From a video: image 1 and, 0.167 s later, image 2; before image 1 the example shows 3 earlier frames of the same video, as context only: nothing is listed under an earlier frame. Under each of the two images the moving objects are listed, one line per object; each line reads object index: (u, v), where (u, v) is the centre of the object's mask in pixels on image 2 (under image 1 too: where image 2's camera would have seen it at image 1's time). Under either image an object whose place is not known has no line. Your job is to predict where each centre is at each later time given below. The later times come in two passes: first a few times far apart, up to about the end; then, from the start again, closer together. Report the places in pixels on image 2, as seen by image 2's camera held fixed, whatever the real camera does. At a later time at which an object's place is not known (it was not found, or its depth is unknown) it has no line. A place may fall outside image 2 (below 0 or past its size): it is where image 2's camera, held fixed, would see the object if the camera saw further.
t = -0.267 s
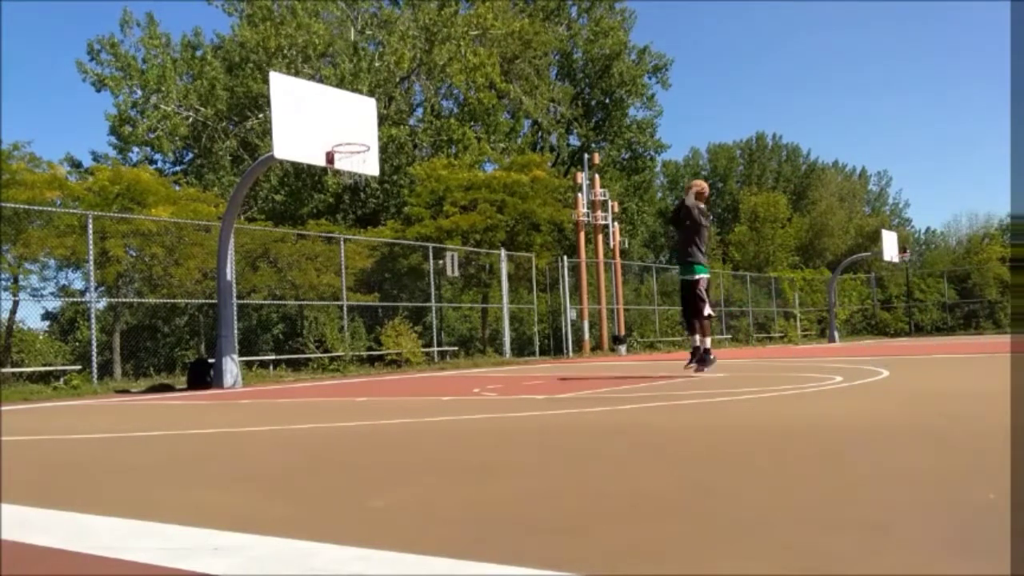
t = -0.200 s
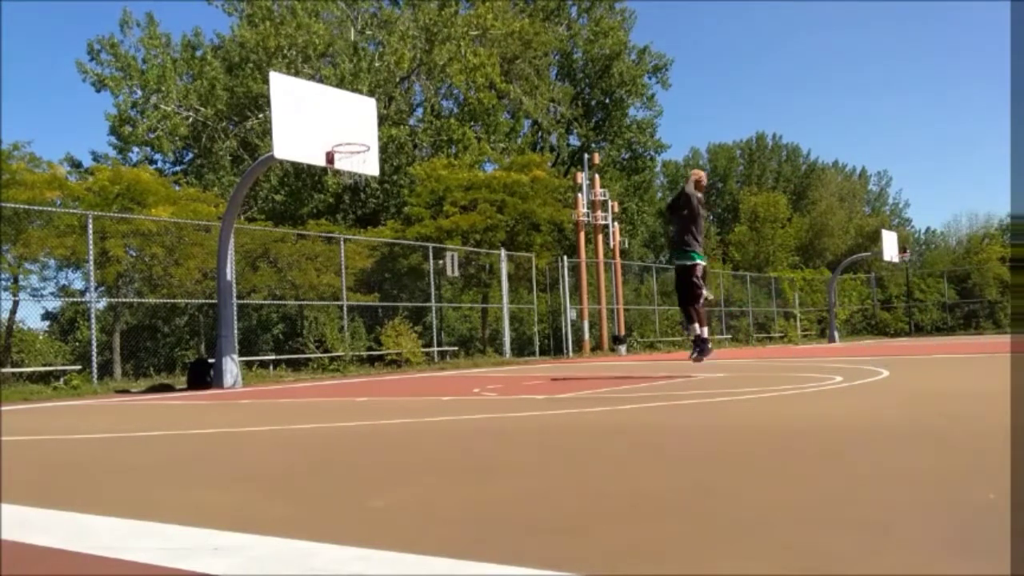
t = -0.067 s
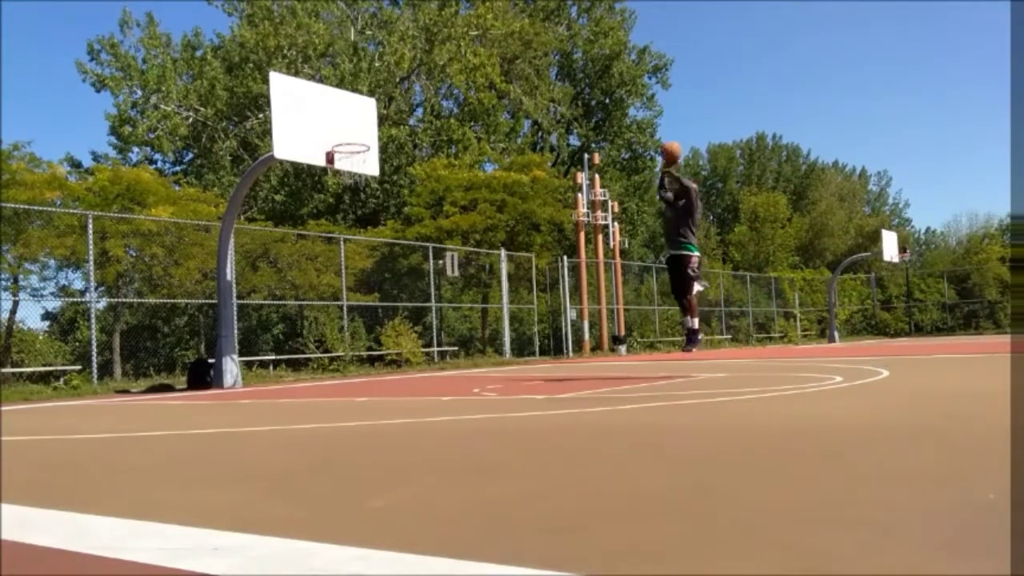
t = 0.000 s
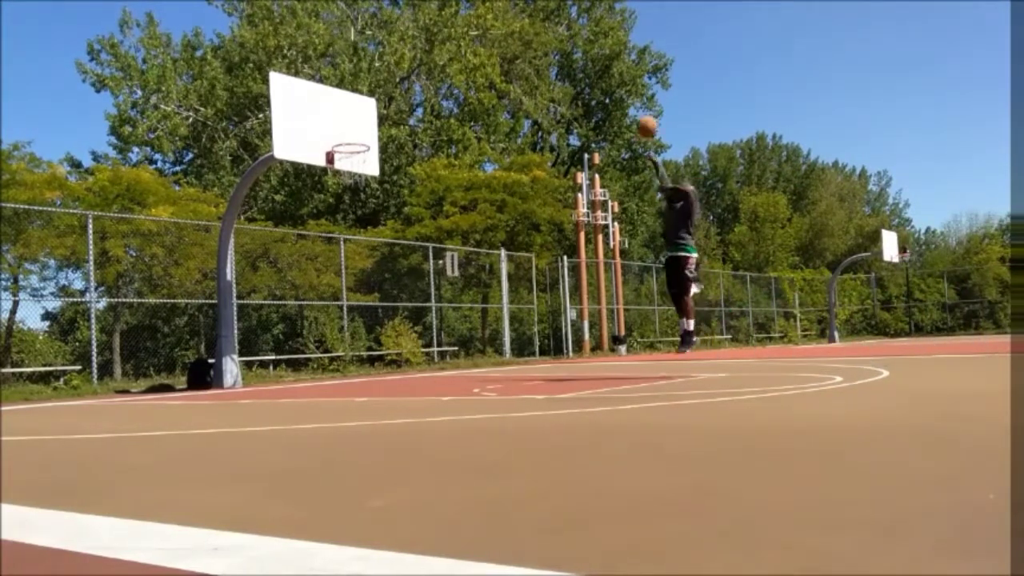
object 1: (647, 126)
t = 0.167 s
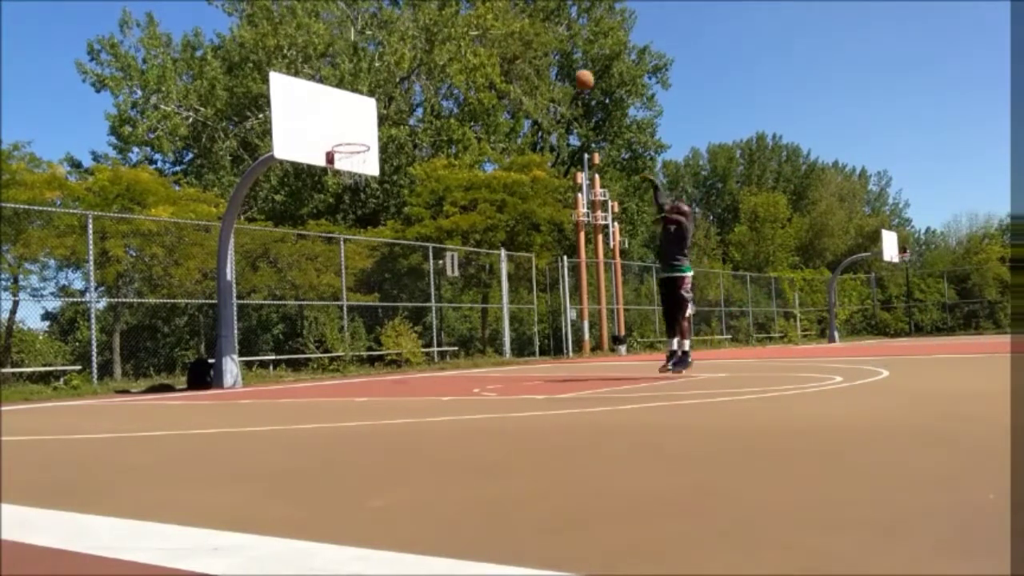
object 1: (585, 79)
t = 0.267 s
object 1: (548, 64)
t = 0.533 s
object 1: (462, 63)
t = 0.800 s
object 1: (386, 117)
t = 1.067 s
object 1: (339, 124)
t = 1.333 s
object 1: (358, 126)
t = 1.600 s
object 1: (381, 143)
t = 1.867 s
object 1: (403, 203)
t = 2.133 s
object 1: (430, 321)
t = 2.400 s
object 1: (456, 297)
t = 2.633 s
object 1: (478, 230)
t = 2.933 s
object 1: (512, 208)
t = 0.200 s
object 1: (572, 73)
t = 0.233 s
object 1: (559, 68)
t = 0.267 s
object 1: (548, 64)
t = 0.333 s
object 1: (525, 58)
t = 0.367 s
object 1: (514, 56)
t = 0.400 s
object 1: (503, 56)
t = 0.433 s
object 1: (493, 56)
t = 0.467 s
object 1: (482, 58)
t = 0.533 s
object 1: (462, 63)
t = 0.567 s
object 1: (452, 67)
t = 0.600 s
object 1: (442, 72)
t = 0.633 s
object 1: (432, 77)
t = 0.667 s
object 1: (423, 84)
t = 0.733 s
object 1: (404, 99)
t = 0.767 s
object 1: (395, 106)
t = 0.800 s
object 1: (386, 117)
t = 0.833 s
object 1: (376, 127)
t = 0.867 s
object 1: (368, 137)
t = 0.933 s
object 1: (358, 130)
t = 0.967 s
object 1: (353, 127)
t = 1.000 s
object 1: (349, 125)
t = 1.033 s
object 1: (344, 124)
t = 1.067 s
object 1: (339, 124)
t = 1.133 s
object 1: (339, 121)
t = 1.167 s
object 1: (342, 120)
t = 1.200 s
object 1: (345, 119)
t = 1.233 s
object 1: (348, 120)
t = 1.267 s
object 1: (352, 121)
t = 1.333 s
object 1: (358, 126)
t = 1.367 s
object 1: (361, 130)
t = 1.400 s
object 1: (365, 134)
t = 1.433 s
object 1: (367, 134)
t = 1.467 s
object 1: (370, 135)
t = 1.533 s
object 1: (375, 137)
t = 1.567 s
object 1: (378, 140)
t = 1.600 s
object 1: (381, 143)
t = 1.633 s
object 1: (383, 147)
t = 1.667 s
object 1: (386, 152)
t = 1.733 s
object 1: (391, 166)
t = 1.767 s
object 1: (394, 174)
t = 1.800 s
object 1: (397, 182)
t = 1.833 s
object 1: (400, 193)
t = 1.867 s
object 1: (403, 203)
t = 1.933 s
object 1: (410, 227)
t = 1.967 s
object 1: (413, 241)
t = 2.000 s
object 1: (416, 255)
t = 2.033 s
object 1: (419, 270)
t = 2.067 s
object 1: (423, 285)
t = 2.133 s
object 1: (430, 321)
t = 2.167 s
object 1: (434, 339)
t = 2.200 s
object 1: (438, 359)
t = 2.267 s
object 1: (444, 358)
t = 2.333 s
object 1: (450, 326)
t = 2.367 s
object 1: (453, 311)
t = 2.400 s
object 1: (456, 297)
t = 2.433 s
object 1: (459, 285)
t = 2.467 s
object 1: (463, 273)
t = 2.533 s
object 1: (469, 253)
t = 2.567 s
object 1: (472, 245)
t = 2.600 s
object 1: (475, 236)
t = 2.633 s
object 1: (478, 230)
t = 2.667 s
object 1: (482, 224)
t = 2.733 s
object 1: (489, 214)
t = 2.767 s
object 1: (494, 212)
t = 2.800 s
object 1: (496, 209)
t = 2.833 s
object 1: (501, 207)
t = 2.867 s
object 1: (504, 207)
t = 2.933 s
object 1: (512, 208)
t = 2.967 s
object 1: (516, 211)
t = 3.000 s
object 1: (521, 214)
